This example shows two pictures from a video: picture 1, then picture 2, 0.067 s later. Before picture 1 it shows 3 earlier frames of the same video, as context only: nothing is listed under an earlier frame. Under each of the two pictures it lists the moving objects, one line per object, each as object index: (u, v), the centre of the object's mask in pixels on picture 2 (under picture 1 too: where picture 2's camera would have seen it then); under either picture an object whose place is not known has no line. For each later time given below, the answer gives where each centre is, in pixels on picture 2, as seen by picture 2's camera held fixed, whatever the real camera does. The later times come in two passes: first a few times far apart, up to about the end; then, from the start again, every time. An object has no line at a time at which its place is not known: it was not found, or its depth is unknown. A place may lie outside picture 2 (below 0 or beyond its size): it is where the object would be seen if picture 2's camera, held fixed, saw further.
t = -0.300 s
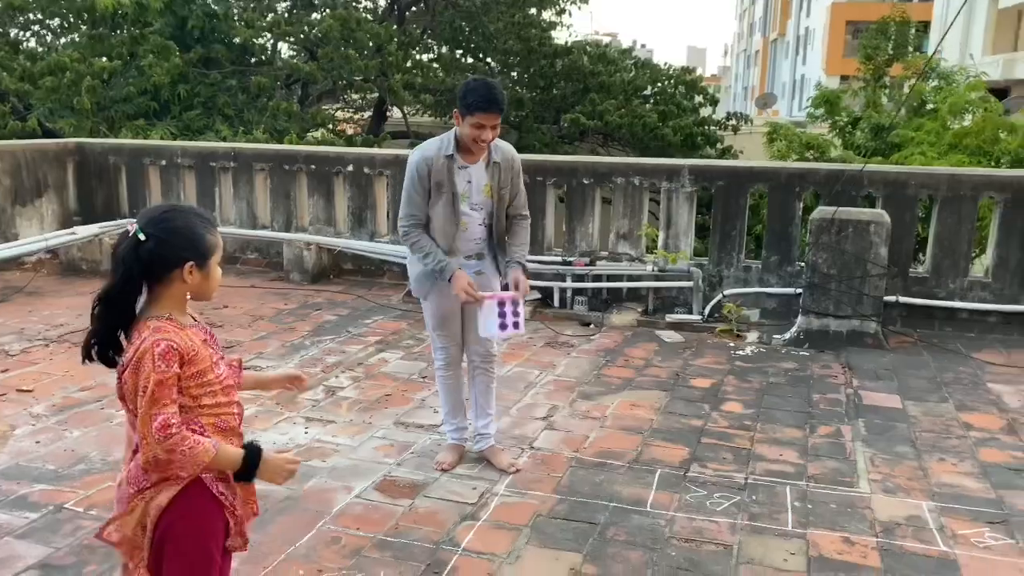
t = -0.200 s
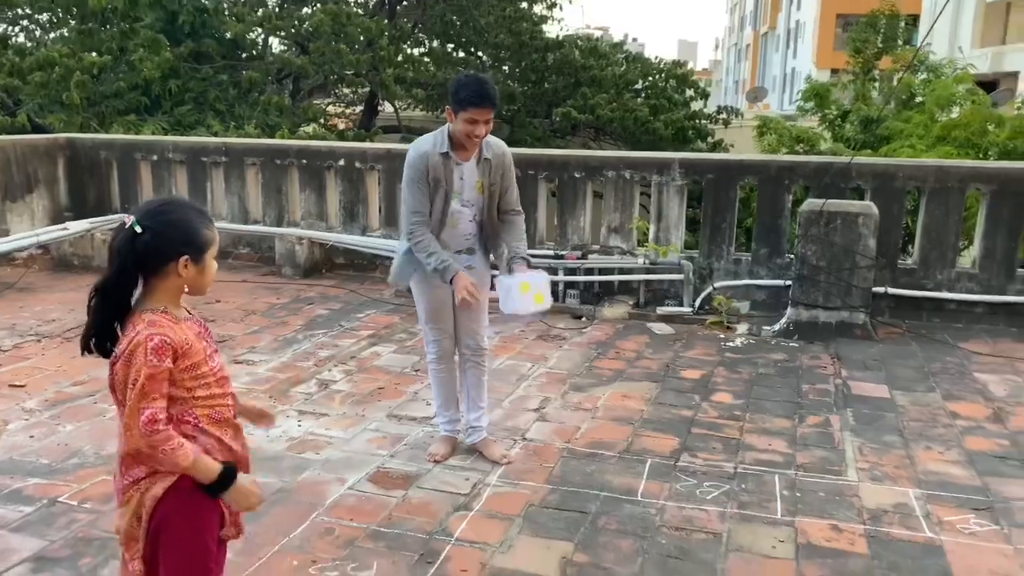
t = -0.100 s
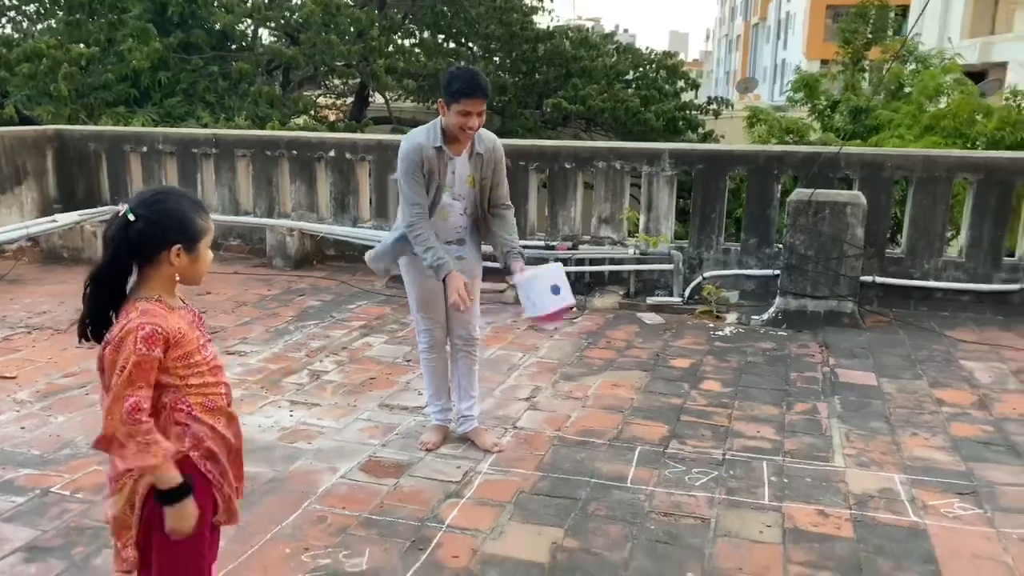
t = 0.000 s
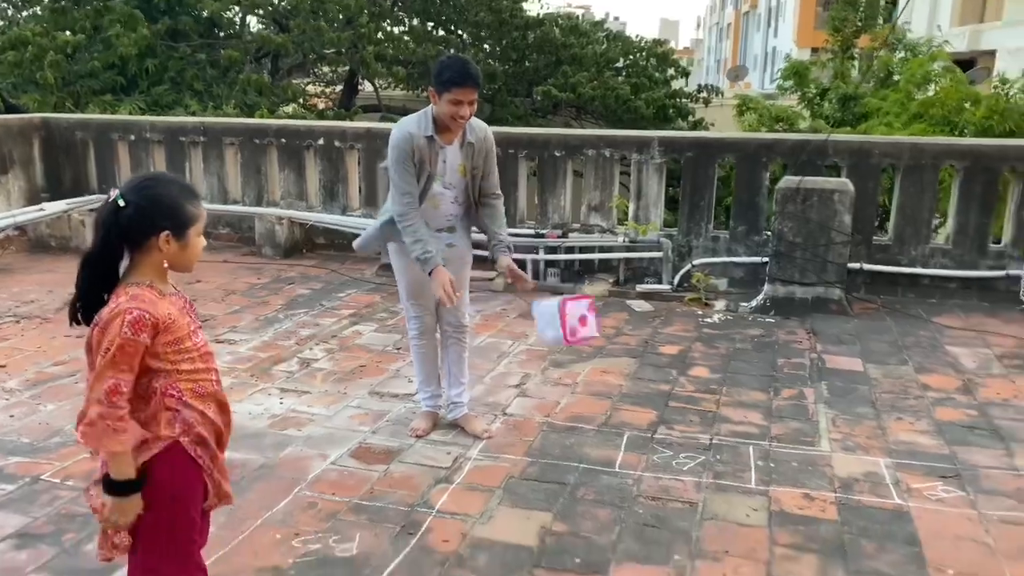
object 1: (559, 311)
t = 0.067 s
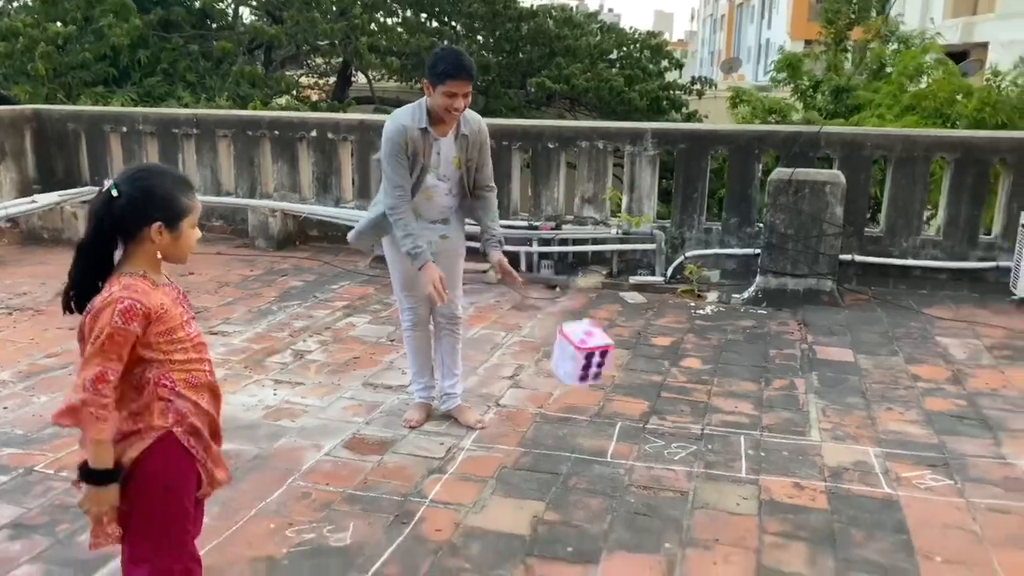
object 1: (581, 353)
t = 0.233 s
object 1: (636, 513)
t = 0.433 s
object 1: (681, 535)
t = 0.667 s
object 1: (700, 530)
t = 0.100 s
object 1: (592, 379)
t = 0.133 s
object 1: (603, 406)
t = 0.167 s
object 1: (616, 442)
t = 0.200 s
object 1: (626, 476)
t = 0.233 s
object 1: (636, 513)
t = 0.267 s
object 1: (645, 541)
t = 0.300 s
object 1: (653, 543)
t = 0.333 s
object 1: (660, 543)
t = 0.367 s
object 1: (669, 536)
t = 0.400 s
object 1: (676, 535)
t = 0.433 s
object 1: (681, 535)
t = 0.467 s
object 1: (688, 539)
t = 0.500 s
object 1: (693, 540)
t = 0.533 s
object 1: (698, 538)
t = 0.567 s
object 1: (699, 534)
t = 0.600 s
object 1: (699, 531)
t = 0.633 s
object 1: (700, 530)
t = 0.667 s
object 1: (700, 530)
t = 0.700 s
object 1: (700, 529)
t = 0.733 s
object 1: (699, 528)
